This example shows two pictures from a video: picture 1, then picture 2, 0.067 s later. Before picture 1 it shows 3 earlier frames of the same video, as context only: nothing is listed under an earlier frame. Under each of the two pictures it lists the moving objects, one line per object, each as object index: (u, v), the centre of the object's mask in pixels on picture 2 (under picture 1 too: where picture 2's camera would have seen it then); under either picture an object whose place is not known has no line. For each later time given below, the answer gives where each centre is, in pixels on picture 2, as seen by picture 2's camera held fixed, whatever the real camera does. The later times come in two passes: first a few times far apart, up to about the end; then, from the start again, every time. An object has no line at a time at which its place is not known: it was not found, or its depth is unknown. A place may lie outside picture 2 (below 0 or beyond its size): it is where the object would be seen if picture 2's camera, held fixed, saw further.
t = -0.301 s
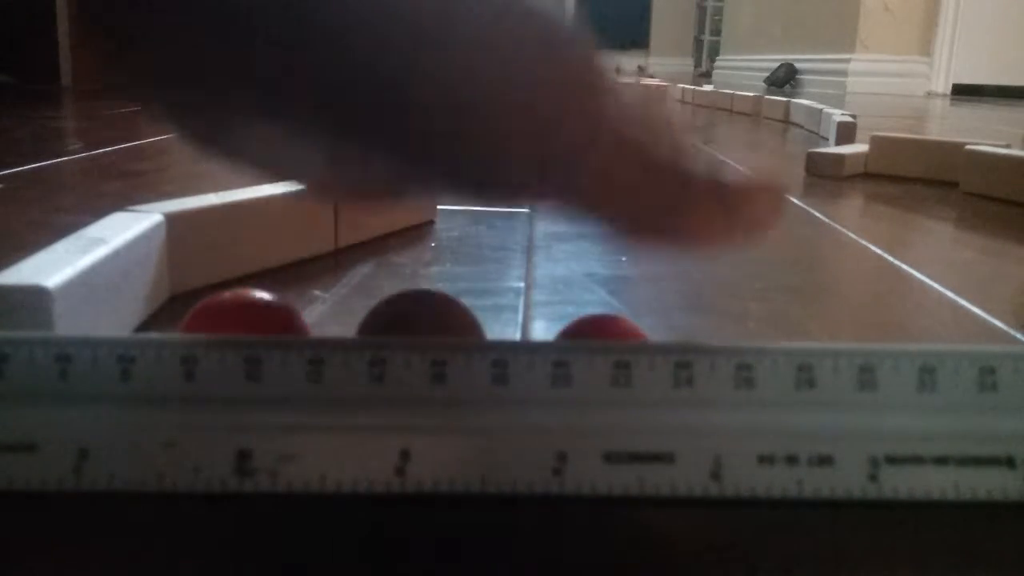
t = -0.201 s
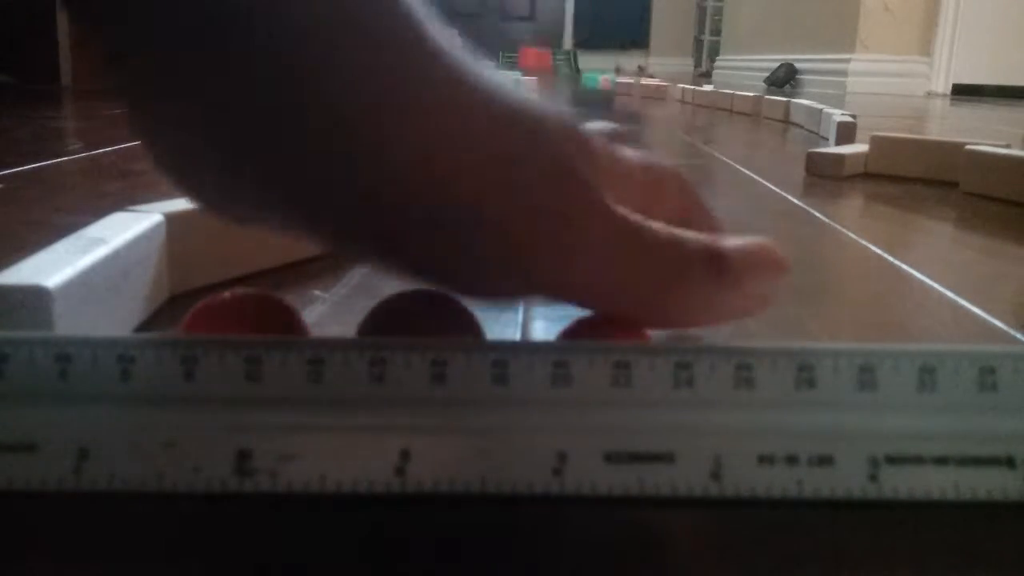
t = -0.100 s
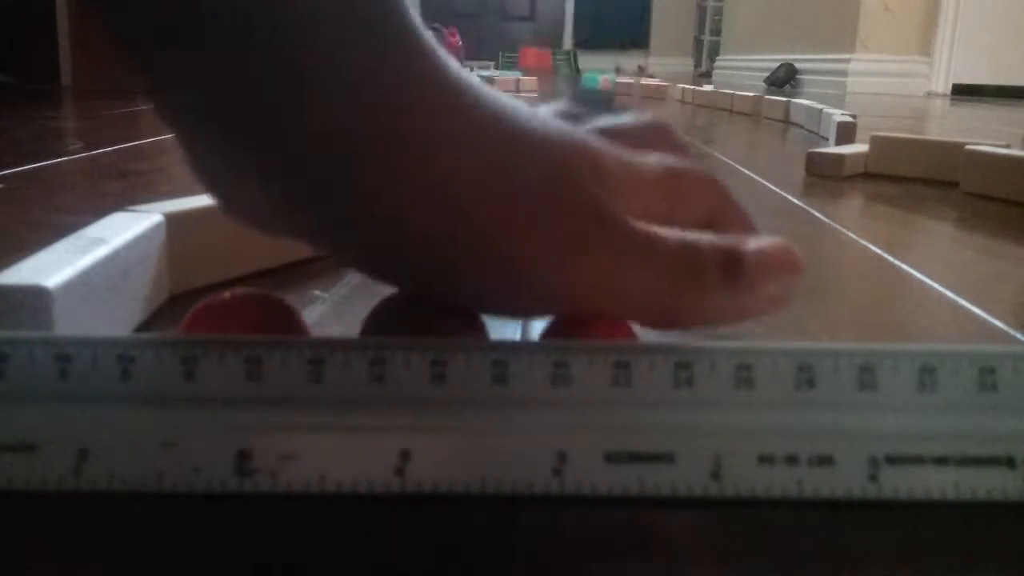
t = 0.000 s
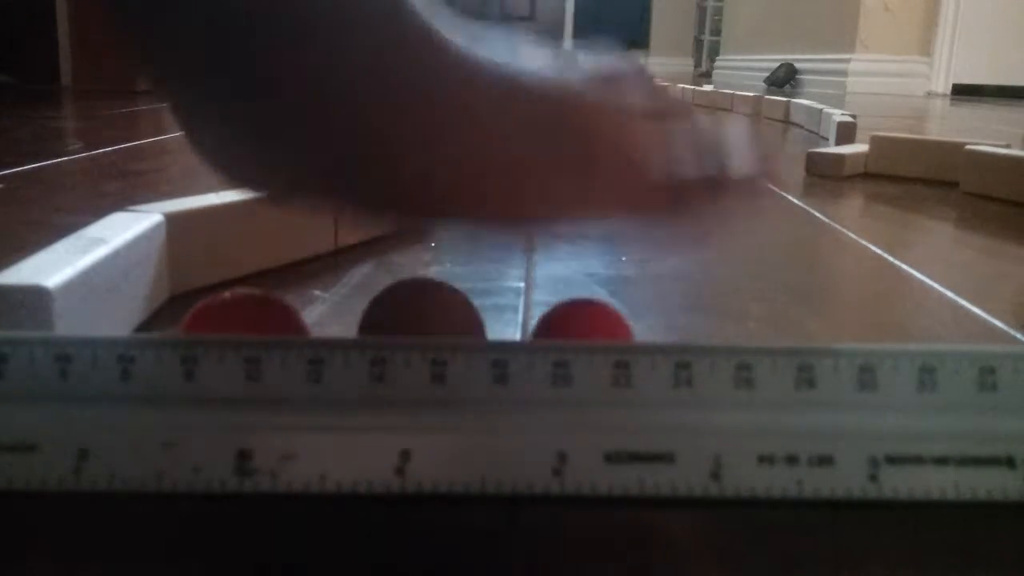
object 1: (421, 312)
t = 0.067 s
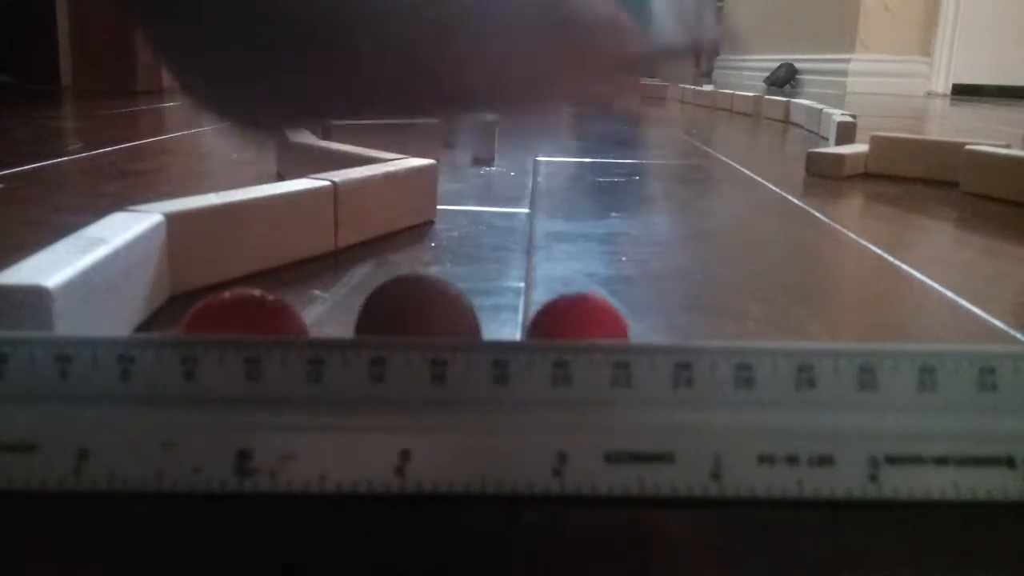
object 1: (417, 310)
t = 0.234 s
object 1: (399, 304)
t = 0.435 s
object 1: (407, 301)
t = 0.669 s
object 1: (449, 298)
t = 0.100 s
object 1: (414, 309)
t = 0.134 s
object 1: (409, 306)
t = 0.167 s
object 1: (406, 306)
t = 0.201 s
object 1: (402, 305)
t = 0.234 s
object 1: (399, 304)
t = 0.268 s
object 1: (396, 304)
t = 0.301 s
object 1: (395, 303)
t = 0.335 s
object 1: (395, 302)
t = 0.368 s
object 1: (398, 301)
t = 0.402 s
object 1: (402, 301)
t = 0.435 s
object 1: (407, 301)
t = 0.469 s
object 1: (412, 300)
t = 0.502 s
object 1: (418, 300)
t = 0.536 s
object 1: (425, 300)
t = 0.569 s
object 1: (431, 299)
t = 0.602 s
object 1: (437, 298)
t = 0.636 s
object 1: (444, 298)
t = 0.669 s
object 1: (449, 298)
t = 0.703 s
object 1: (454, 297)
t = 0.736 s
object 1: (458, 296)
